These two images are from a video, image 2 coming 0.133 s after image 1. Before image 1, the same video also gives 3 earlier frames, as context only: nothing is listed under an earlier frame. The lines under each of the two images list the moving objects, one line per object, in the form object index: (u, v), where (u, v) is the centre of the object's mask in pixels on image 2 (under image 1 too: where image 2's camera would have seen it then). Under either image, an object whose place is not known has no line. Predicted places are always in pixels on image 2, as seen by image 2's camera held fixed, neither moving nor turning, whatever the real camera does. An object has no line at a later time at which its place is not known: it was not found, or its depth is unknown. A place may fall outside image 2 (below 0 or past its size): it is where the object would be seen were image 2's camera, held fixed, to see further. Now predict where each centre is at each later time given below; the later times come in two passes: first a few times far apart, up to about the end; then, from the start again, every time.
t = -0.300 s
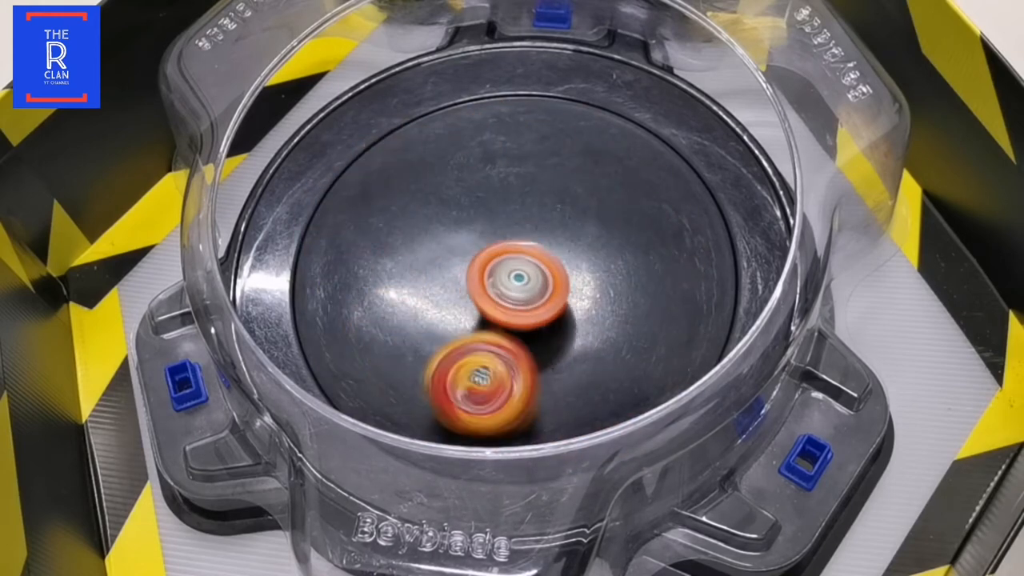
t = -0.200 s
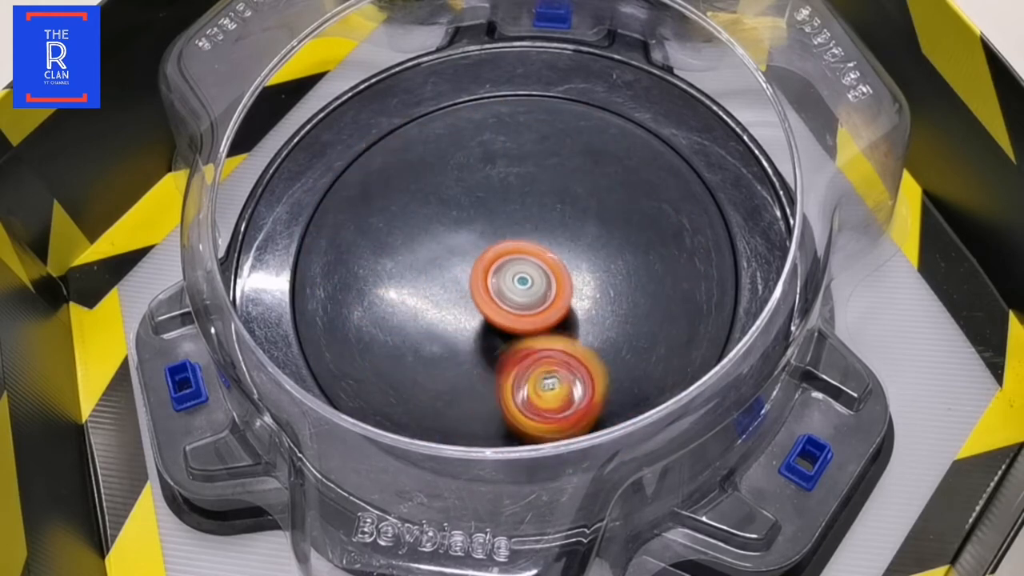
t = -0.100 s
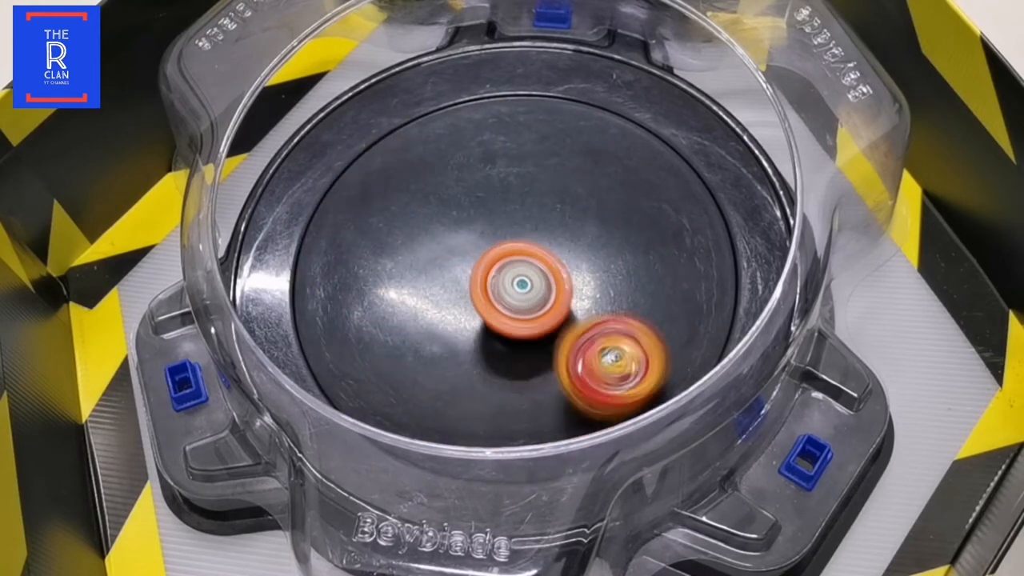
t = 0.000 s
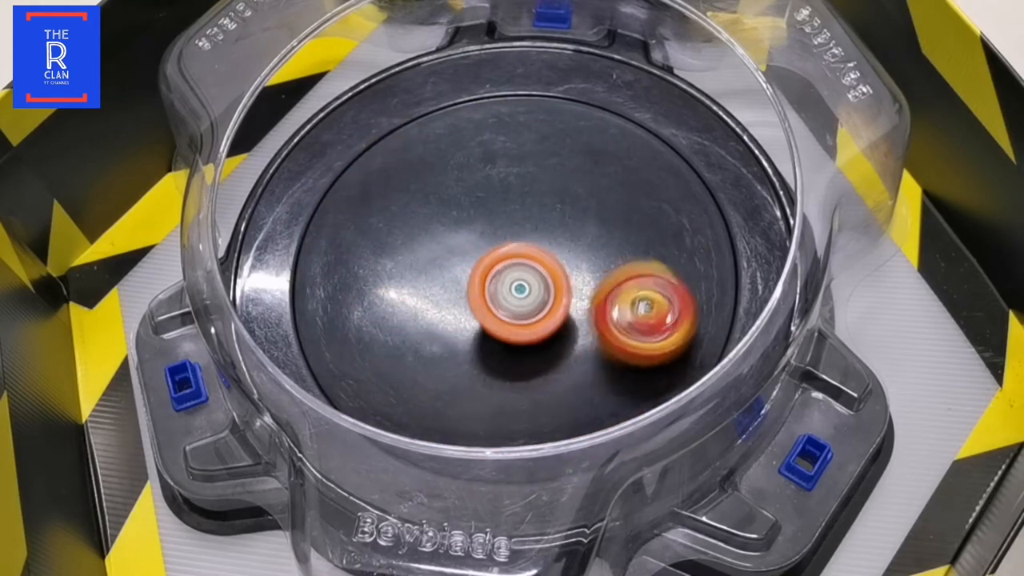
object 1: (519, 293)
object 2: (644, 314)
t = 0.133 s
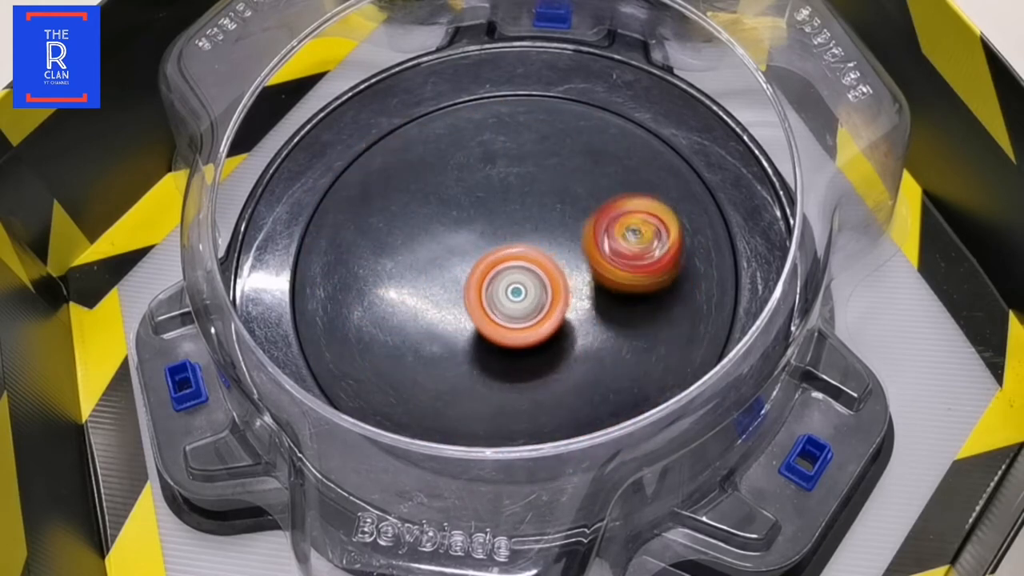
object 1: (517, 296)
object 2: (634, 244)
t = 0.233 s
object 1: (515, 299)
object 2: (591, 201)
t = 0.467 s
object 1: (508, 301)
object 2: (446, 181)
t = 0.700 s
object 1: (505, 299)
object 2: (363, 265)
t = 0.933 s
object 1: (513, 291)
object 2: (439, 365)
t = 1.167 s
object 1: (549, 270)
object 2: (569, 368)
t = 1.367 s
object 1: (544, 229)
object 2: (624, 325)
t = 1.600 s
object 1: (528, 191)
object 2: (587, 275)
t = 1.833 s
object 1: (508, 181)
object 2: (515, 276)
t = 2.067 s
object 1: (499, 209)
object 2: (442, 299)
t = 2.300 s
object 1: (505, 261)
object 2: (412, 326)
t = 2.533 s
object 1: (515, 273)
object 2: (422, 328)
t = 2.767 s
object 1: (613, 255)
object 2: (408, 308)
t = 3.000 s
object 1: (588, 248)
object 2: (469, 264)
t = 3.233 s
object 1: (592, 248)
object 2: (491, 214)
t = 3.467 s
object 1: (585, 242)
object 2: (482, 228)
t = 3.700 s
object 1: (585, 242)
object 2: (459, 217)
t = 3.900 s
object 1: (575, 243)
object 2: (455, 212)
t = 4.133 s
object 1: (575, 232)
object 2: (446, 233)
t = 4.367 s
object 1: (576, 231)
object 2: (441, 241)
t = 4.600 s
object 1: (567, 235)
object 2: (440, 243)
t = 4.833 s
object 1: (560, 229)
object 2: (442, 242)
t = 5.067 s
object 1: (565, 225)
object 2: (442, 242)
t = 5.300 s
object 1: (563, 230)
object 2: (442, 242)
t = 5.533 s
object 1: (554, 227)
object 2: (442, 242)
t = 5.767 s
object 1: (554, 223)
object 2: (442, 242)
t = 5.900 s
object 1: (557, 224)
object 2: (442, 242)
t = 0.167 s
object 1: (516, 298)
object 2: (622, 228)
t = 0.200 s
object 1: (515, 298)
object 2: (608, 214)
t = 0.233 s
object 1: (515, 299)
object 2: (591, 201)
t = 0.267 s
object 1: (515, 300)
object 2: (574, 191)
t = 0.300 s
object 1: (514, 300)
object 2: (554, 184)
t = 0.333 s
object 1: (513, 301)
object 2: (534, 178)
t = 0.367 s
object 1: (511, 301)
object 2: (512, 175)
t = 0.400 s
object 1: (510, 302)
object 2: (490, 175)
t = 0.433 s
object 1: (509, 302)
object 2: (468, 177)
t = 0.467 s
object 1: (508, 301)
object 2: (446, 181)
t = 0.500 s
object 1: (507, 301)
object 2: (428, 188)
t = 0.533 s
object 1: (506, 300)
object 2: (410, 196)
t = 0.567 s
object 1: (506, 300)
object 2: (396, 207)
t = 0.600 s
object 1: (506, 300)
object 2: (384, 219)
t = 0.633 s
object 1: (506, 300)
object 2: (375, 234)
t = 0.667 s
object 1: (505, 299)
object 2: (368, 249)
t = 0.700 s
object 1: (505, 299)
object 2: (363, 265)
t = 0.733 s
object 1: (505, 298)
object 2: (363, 281)
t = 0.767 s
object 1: (504, 298)
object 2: (367, 298)
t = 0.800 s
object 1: (505, 297)
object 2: (374, 314)
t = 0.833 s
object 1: (506, 296)
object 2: (385, 329)
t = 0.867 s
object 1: (506, 295)
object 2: (401, 343)
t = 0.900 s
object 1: (506, 295)
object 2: (422, 356)
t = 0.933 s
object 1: (513, 291)
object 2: (439, 365)
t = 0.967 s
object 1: (524, 286)
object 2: (459, 370)
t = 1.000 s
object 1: (533, 282)
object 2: (479, 372)
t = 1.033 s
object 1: (540, 280)
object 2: (500, 372)
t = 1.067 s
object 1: (543, 278)
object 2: (520, 372)
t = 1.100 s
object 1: (546, 273)
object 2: (535, 370)
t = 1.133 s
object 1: (548, 271)
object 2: (553, 370)
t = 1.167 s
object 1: (549, 270)
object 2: (569, 368)
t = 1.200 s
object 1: (549, 269)
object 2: (583, 364)
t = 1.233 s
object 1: (549, 269)
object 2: (596, 358)
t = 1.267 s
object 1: (549, 269)
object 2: (607, 348)
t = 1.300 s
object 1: (549, 261)
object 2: (617, 341)
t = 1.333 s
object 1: (546, 244)
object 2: (621, 335)
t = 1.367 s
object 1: (544, 229)
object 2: (624, 325)
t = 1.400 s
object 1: (541, 216)
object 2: (623, 316)
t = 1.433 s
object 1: (540, 206)
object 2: (620, 307)
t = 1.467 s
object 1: (539, 199)
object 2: (615, 299)
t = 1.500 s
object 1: (538, 198)
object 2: (610, 290)
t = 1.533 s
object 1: (537, 198)
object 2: (602, 281)
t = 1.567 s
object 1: (534, 198)
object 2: (592, 272)
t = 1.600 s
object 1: (528, 191)
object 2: (587, 275)
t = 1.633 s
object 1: (521, 182)
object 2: (579, 275)
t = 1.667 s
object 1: (516, 178)
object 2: (570, 274)
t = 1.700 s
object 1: (513, 177)
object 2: (560, 270)
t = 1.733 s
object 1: (512, 178)
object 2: (549, 267)
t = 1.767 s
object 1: (510, 179)
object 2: (536, 269)
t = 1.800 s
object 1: (509, 179)
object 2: (525, 272)
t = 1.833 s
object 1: (508, 181)
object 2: (515, 276)
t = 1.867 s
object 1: (506, 184)
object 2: (502, 280)
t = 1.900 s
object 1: (504, 187)
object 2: (491, 282)
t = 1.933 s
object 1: (501, 190)
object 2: (480, 285)
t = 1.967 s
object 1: (500, 194)
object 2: (469, 289)
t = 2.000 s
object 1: (499, 197)
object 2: (460, 293)
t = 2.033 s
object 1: (499, 202)
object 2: (450, 295)
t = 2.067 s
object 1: (499, 209)
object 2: (442, 299)
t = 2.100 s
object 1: (500, 216)
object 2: (435, 304)
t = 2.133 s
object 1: (500, 224)
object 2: (429, 308)
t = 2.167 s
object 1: (500, 233)
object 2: (424, 311)
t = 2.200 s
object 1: (500, 241)
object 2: (420, 316)
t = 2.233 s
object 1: (499, 249)
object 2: (418, 320)
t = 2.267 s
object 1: (498, 258)
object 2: (419, 322)
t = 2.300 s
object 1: (505, 261)
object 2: (412, 326)
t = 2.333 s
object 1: (513, 264)
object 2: (408, 328)
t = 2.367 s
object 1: (517, 266)
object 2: (407, 331)
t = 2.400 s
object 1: (518, 269)
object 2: (406, 333)
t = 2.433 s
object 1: (518, 270)
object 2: (407, 333)
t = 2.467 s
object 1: (517, 271)
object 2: (409, 334)
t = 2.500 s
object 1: (516, 272)
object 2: (416, 330)
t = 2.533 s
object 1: (515, 273)
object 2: (422, 328)
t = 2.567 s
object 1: (528, 271)
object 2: (415, 327)
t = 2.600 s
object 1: (556, 264)
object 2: (399, 324)
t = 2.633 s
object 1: (577, 260)
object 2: (395, 319)
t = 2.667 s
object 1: (595, 256)
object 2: (395, 315)
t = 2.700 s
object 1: (607, 253)
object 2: (399, 312)
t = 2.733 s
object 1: (613, 253)
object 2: (400, 309)
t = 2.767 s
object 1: (613, 255)
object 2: (408, 308)
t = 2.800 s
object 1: (609, 256)
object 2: (412, 306)
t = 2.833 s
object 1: (604, 255)
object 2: (422, 302)
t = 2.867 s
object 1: (600, 254)
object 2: (429, 297)
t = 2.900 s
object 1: (596, 253)
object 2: (439, 290)
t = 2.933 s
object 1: (593, 252)
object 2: (451, 285)
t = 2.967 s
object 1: (590, 250)
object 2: (460, 276)
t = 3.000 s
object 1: (588, 248)
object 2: (469, 264)
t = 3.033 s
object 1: (587, 246)
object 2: (480, 259)
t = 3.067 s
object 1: (588, 246)
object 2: (488, 253)
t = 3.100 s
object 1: (596, 249)
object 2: (486, 242)
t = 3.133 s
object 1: (599, 250)
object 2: (482, 232)
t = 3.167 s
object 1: (597, 251)
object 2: (483, 224)
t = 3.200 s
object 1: (594, 250)
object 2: (488, 217)
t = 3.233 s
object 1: (592, 248)
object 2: (491, 214)
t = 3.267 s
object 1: (591, 246)
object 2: (492, 212)
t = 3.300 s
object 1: (591, 245)
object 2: (492, 212)
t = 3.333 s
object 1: (591, 244)
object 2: (492, 214)
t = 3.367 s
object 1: (591, 244)
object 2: (491, 217)
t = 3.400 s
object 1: (590, 243)
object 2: (489, 221)
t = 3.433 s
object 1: (588, 243)
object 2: (486, 225)
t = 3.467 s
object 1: (585, 242)
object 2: (482, 228)
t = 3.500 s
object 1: (581, 241)
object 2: (478, 230)
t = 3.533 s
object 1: (577, 239)
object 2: (475, 231)
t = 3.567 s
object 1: (574, 238)
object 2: (474, 231)
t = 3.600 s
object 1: (570, 235)
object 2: (473, 231)
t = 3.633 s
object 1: (569, 234)
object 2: (474, 230)
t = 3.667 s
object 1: (579, 238)
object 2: (466, 223)
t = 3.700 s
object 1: (585, 242)
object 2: (459, 217)
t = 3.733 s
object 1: (588, 244)
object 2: (455, 213)
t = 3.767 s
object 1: (587, 244)
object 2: (454, 210)
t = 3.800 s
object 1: (585, 246)
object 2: (454, 209)
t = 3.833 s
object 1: (581, 246)
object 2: (454, 209)
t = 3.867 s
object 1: (578, 245)
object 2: (454, 210)
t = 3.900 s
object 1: (575, 243)
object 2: (455, 212)
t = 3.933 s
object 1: (574, 240)
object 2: (455, 215)
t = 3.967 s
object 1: (573, 239)
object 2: (455, 219)
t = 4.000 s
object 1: (572, 237)
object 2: (454, 224)
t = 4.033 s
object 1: (572, 236)
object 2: (452, 227)
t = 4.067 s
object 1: (573, 234)
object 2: (449, 230)
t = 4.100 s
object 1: (574, 233)
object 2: (448, 231)
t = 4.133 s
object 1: (575, 232)
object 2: (446, 233)
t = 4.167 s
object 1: (576, 232)
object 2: (444, 235)
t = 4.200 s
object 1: (576, 231)
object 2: (442, 238)
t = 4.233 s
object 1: (577, 231)
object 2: (438, 241)
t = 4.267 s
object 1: (578, 231)
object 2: (435, 242)
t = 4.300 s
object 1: (577, 232)
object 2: (435, 243)
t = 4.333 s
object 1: (576, 232)
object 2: (438, 243)
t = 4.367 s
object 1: (576, 231)
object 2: (441, 241)
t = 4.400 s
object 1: (575, 232)
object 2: (443, 240)
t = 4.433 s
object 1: (575, 232)
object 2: (442, 241)
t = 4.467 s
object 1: (575, 233)
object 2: (440, 243)
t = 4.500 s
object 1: (574, 234)
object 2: (438, 243)
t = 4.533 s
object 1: (572, 236)
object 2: (437, 243)
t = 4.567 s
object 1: (570, 235)
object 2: (438, 243)
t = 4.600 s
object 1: (567, 235)
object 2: (440, 243)
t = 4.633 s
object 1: (565, 234)
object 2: (442, 242)
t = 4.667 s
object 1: (564, 234)
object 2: (442, 242)
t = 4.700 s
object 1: (563, 233)
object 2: (441, 242)
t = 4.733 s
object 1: (562, 232)
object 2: (440, 243)
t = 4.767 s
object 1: (561, 231)
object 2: (440, 243)
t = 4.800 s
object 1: (560, 230)
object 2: (441, 242)
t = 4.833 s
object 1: (560, 229)
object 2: (442, 242)
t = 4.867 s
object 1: (560, 227)
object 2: (442, 242)
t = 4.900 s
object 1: (560, 227)
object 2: (441, 242)
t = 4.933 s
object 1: (561, 226)
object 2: (442, 242)
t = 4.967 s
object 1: (562, 225)
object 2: (442, 242)
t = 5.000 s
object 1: (563, 225)
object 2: (442, 242)
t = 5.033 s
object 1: (564, 225)
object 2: (442, 242)
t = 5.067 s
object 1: (565, 225)
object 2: (442, 242)
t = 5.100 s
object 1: (566, 226)
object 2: (442, 242)
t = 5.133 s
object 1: (565, 227)
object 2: (442, 242)
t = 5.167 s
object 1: (565, 228)
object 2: (442, 242)
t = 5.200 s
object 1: (565, 228)
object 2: (442, 242)
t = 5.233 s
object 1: (565, 228)
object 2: (442, 242)
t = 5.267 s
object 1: (564, 229)
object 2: (442, 242)
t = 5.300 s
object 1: (563, 230)
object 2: (442, 242)
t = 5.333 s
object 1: (560, 230)
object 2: (442, 242)
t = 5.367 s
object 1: (559, 229)
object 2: (442, 242)
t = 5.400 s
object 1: (557, 229)
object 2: (442, 242)
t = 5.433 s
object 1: (557, 228)
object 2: (442, 242)
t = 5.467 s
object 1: (557, 228)
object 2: (442, 242)
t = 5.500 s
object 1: (556, 227)
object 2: (442, 242)
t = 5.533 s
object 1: (554, 227)
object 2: (442, 242)
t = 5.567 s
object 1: (553, 226)
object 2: (442, 242)
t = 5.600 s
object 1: (553, 225)
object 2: (442, 242)
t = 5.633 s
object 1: (553, 224)
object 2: (442, 242)
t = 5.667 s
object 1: (554, 223)
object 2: (442, 242)
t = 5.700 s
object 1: (555, 223)
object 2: (442, 242)
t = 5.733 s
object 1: (555, 223)
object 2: (442, 242)
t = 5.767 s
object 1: (554, 223)
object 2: (442, 242)
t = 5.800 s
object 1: (554, 222)
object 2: (442, 242)
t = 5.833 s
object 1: (555, 222)
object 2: (442, 242)
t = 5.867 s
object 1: (556, 222)
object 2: (442, 242)
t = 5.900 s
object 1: (557, 224)
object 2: (442, 242)
